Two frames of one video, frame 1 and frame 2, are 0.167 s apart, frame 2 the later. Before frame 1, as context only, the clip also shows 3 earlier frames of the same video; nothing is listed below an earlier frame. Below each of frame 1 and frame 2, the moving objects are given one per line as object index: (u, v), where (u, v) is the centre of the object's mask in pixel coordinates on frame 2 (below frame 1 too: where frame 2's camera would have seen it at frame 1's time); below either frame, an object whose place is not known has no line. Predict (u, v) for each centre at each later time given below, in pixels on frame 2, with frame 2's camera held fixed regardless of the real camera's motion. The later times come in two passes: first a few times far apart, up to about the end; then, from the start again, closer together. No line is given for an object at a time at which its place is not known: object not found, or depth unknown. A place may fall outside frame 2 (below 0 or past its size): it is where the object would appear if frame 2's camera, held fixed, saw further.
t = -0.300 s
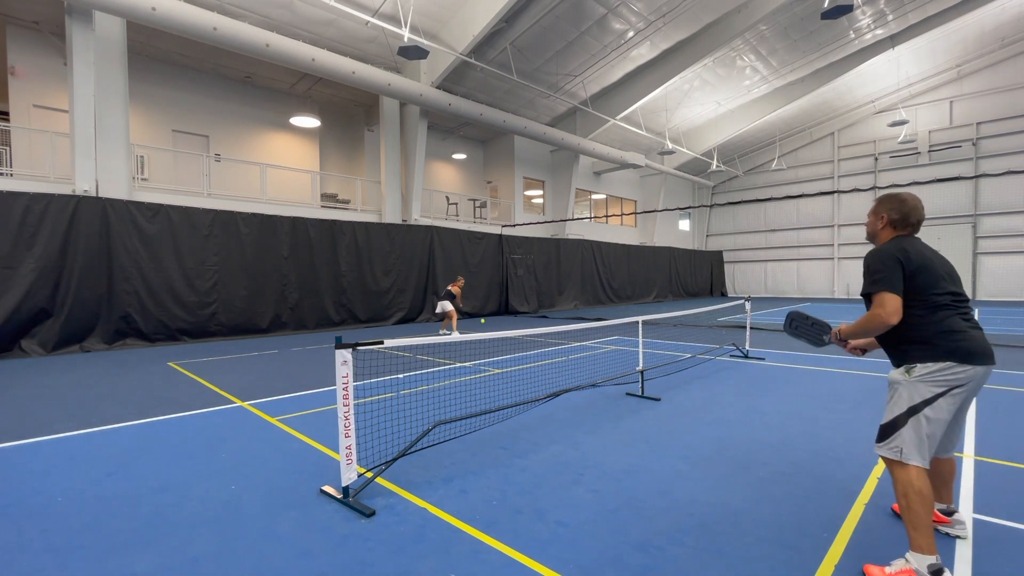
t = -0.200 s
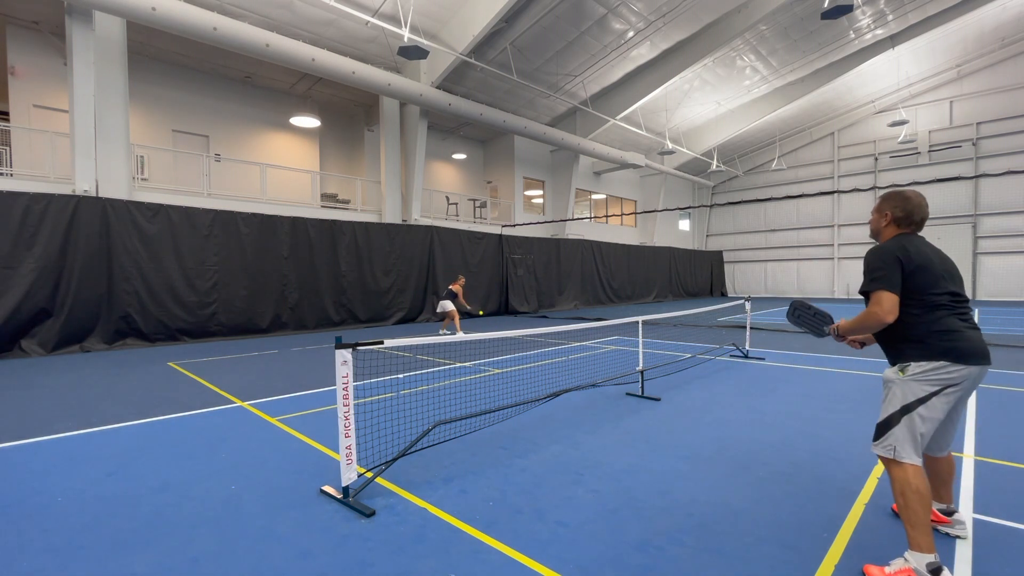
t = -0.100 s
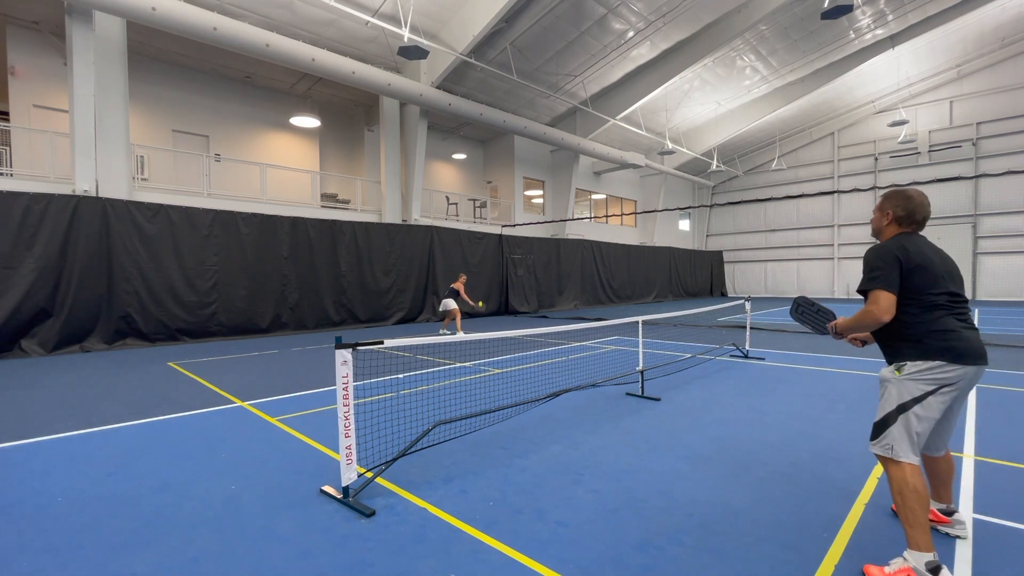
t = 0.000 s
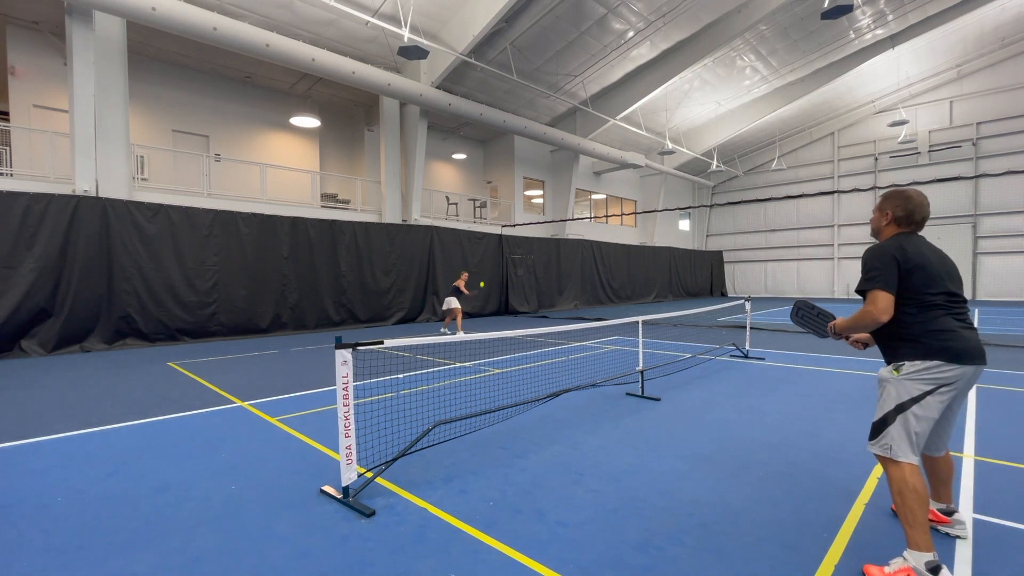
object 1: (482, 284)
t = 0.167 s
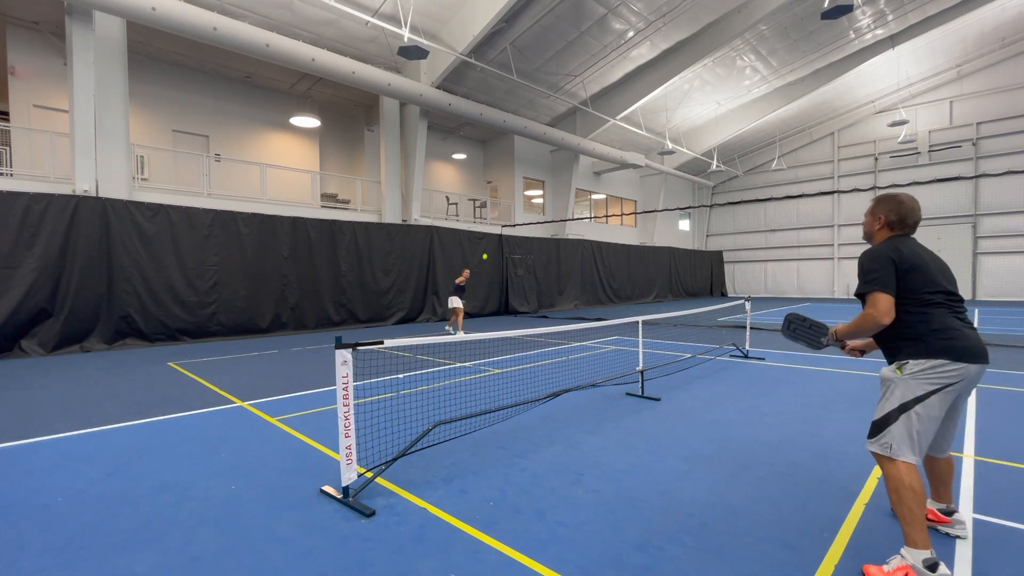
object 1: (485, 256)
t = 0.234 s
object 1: (486, 247)
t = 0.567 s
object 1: (497, 231)
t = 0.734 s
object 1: (507, 258)
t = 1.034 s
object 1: (547, 486)
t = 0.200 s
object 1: (485, 252)
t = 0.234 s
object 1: (486, 247)
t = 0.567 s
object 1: (497, 231)
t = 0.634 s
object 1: (500, 238)
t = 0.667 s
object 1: (502, 243)
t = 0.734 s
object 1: (507, 258)
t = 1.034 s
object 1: (547, 486)
